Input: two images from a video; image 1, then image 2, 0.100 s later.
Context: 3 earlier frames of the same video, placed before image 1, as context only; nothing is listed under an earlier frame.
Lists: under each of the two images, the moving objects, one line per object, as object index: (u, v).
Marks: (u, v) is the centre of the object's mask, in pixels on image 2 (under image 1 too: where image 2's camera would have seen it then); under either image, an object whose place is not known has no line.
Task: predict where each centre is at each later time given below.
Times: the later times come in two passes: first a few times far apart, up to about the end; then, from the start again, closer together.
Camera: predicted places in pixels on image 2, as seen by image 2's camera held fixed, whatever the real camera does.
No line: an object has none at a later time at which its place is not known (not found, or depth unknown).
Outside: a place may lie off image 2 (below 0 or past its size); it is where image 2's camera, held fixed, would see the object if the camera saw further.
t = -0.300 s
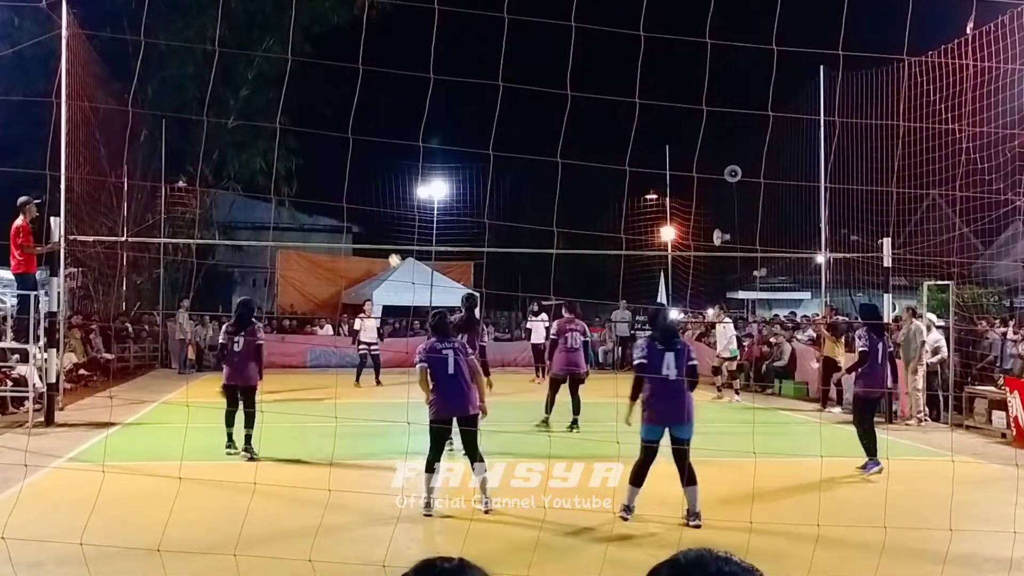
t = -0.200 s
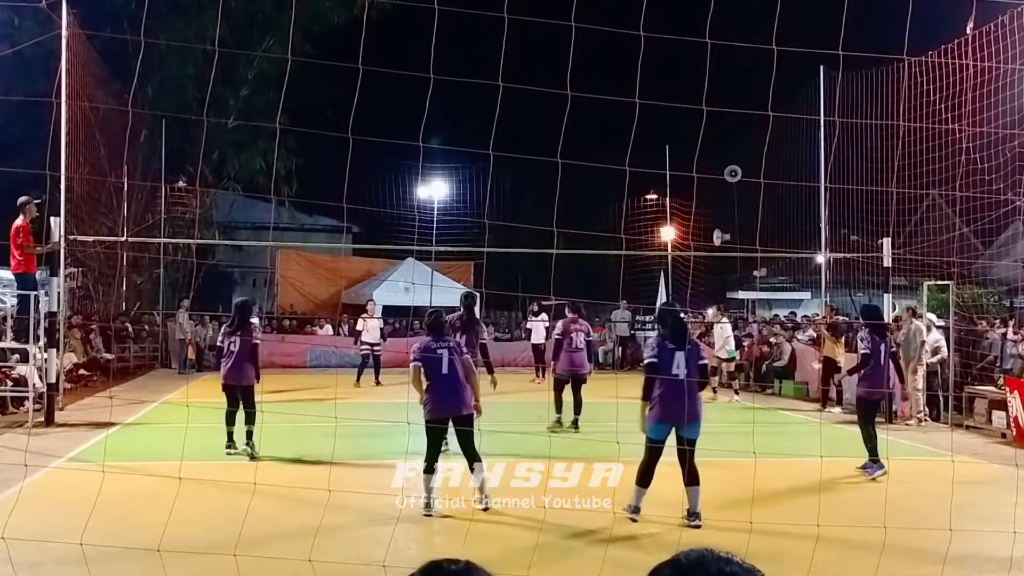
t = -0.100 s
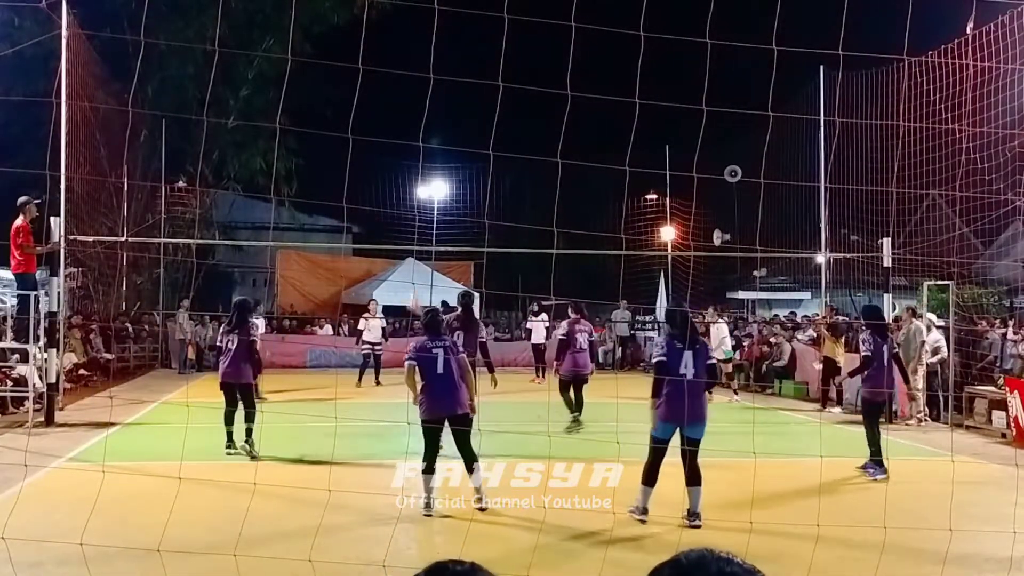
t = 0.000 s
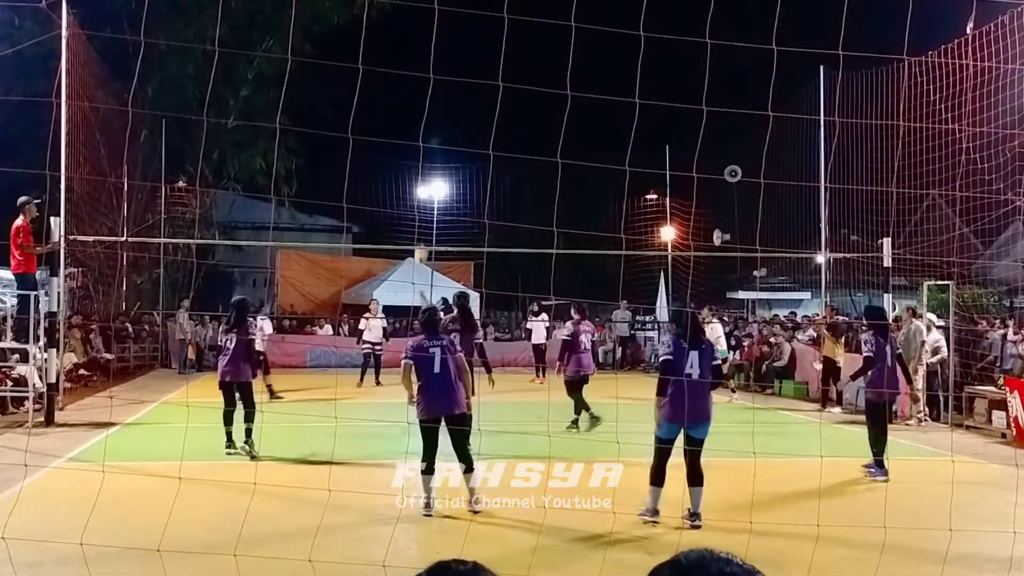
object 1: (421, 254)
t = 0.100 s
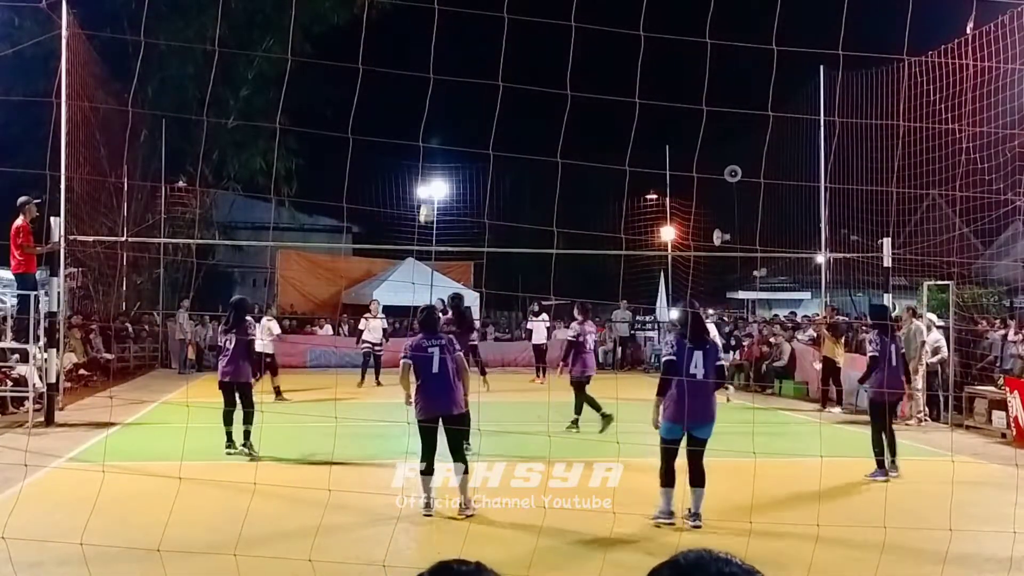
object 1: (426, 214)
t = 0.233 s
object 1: (435, 164)
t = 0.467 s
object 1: (453, 98)
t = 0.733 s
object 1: (480, 62)
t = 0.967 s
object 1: (510, 81)
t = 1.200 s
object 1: (548, 171)
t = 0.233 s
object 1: (435, 164)
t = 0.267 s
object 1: (437, 153)
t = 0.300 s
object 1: (440, 143)
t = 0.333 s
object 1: (442, 132)
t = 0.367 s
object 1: (445, 123)
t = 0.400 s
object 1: (447, 114)
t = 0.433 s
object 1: (450, 105)
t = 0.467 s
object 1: (453, 98)
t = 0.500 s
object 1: (456, 91)
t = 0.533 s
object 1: (460, 84)
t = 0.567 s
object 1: (462, 78)
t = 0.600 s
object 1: (466, 73)
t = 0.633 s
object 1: (469, 69)
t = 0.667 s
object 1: (473, 66)
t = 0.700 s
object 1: (476, 63)
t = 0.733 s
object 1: (480, 62)
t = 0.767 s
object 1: (484, 61)
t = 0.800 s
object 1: (488, 61)
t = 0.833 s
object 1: (491, 63)
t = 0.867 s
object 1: (496, 66)
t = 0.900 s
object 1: (500, 70)
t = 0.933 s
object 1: (505, 74)
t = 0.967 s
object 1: (510, 81)
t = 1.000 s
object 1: (514, 89)
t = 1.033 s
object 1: (520, 99)
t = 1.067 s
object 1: (525, 109)
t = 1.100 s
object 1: (531, 122)
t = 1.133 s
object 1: (536, 136)
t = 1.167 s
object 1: (542, 152)
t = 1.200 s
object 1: (548, 171)
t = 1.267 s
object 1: (561, 213)
